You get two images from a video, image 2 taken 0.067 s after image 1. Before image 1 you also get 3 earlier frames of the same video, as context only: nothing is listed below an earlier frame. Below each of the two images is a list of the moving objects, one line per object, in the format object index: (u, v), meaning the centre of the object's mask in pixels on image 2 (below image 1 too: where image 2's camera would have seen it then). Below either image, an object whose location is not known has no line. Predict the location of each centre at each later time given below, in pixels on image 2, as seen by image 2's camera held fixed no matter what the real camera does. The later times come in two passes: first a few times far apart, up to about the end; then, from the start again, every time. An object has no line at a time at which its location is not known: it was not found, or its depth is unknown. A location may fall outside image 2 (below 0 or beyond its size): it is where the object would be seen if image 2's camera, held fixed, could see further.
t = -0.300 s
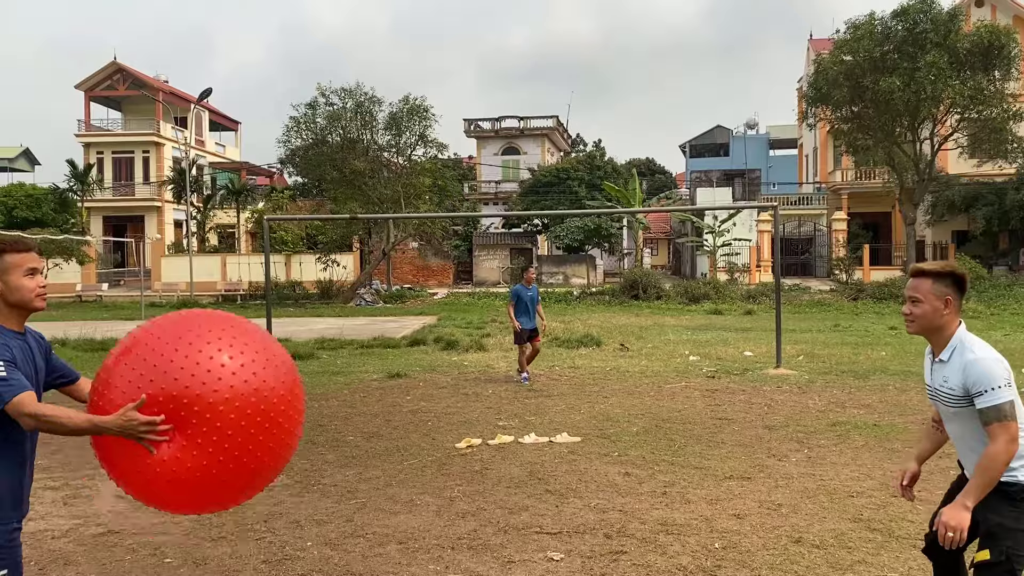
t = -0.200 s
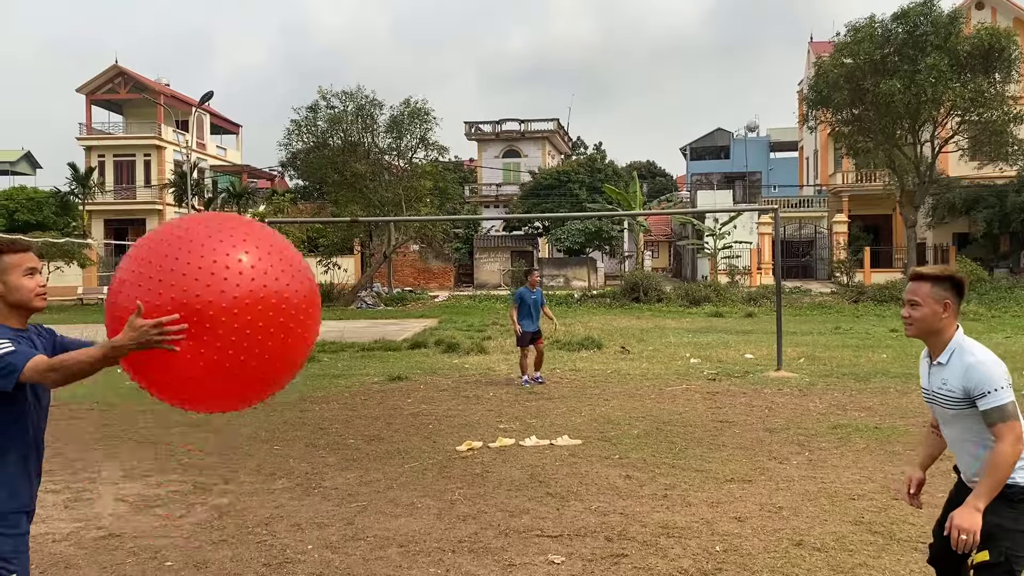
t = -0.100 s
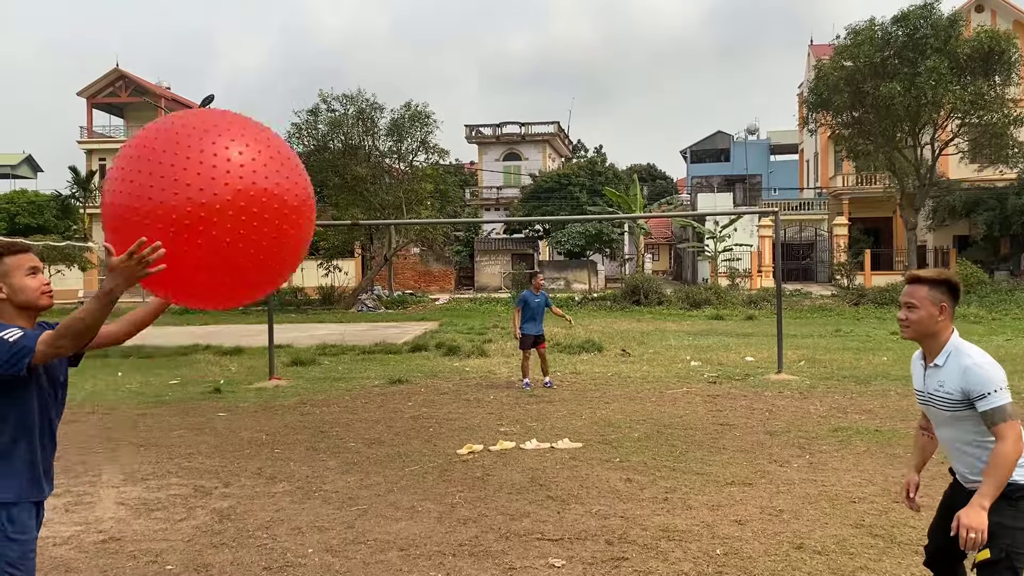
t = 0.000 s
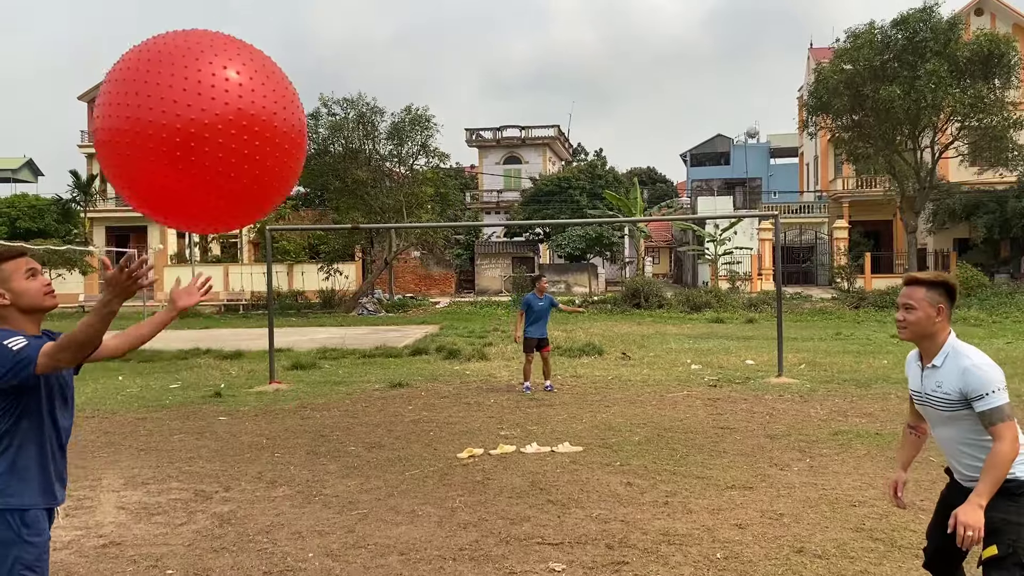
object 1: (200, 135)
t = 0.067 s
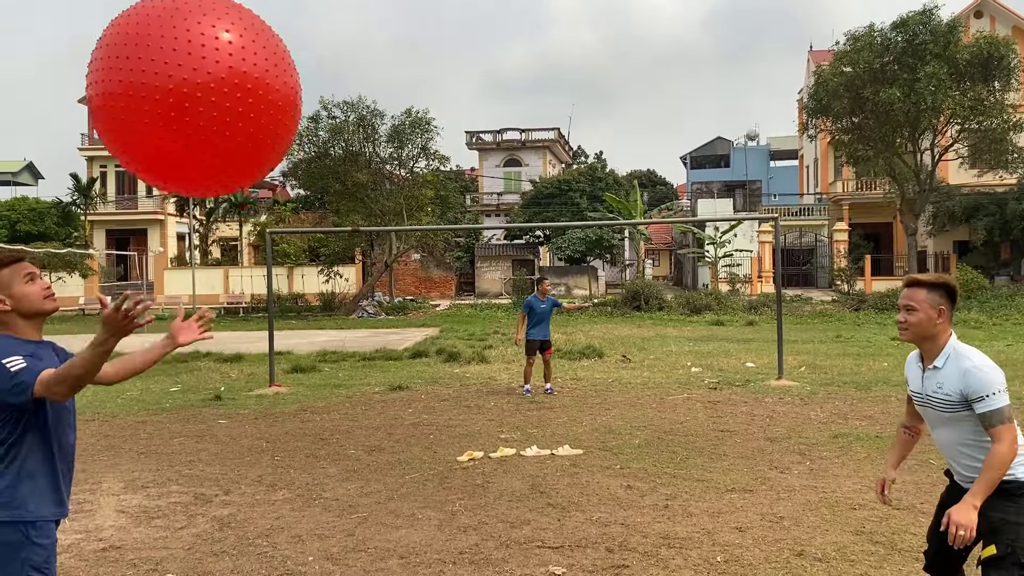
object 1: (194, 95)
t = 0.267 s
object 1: (178, 56)
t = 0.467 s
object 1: (163, 76)
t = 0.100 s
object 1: (191, 83)
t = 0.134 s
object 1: (189, 74)
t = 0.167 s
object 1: (186, 67)
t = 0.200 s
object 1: (183, 62)
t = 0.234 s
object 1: (181, 58)
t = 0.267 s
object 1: (178, 56)
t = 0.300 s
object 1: (176, 55)
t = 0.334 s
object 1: (173, 55)
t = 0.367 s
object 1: (170, 57)
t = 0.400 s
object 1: (168, 61)
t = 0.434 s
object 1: (165, 67)
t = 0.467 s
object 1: (163, 76)
